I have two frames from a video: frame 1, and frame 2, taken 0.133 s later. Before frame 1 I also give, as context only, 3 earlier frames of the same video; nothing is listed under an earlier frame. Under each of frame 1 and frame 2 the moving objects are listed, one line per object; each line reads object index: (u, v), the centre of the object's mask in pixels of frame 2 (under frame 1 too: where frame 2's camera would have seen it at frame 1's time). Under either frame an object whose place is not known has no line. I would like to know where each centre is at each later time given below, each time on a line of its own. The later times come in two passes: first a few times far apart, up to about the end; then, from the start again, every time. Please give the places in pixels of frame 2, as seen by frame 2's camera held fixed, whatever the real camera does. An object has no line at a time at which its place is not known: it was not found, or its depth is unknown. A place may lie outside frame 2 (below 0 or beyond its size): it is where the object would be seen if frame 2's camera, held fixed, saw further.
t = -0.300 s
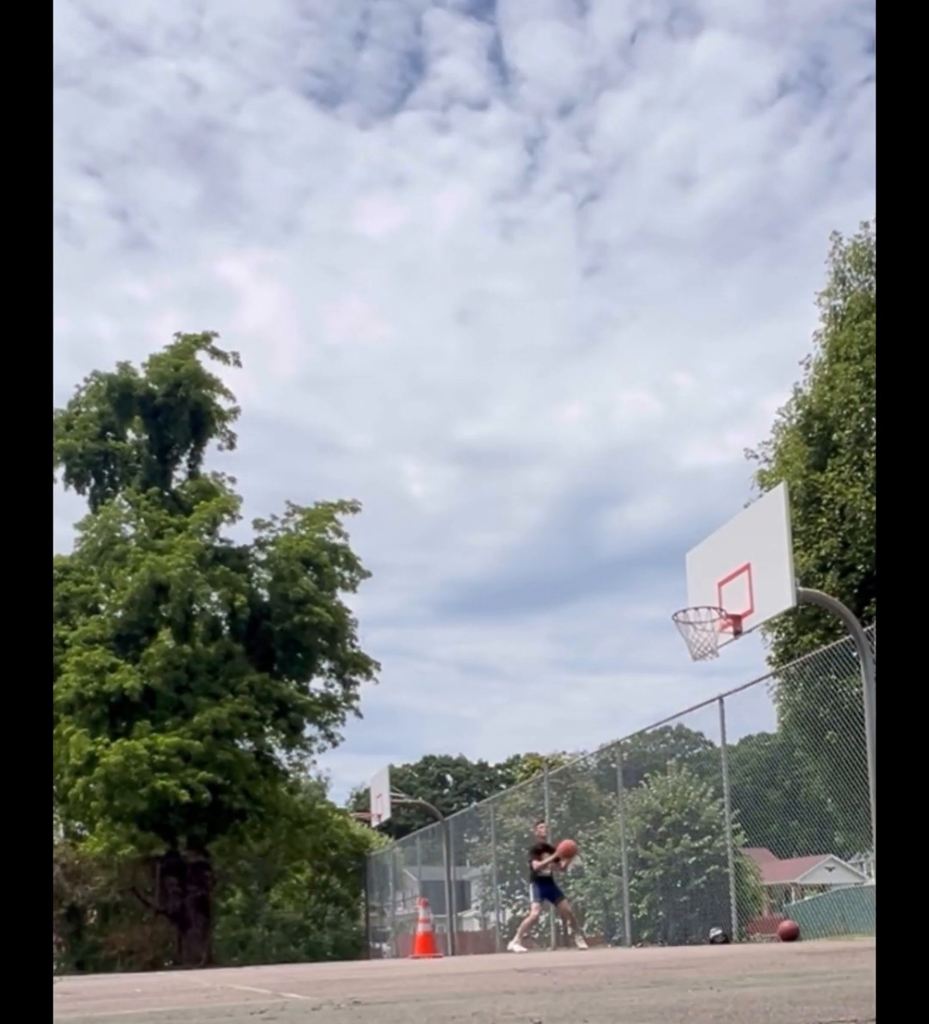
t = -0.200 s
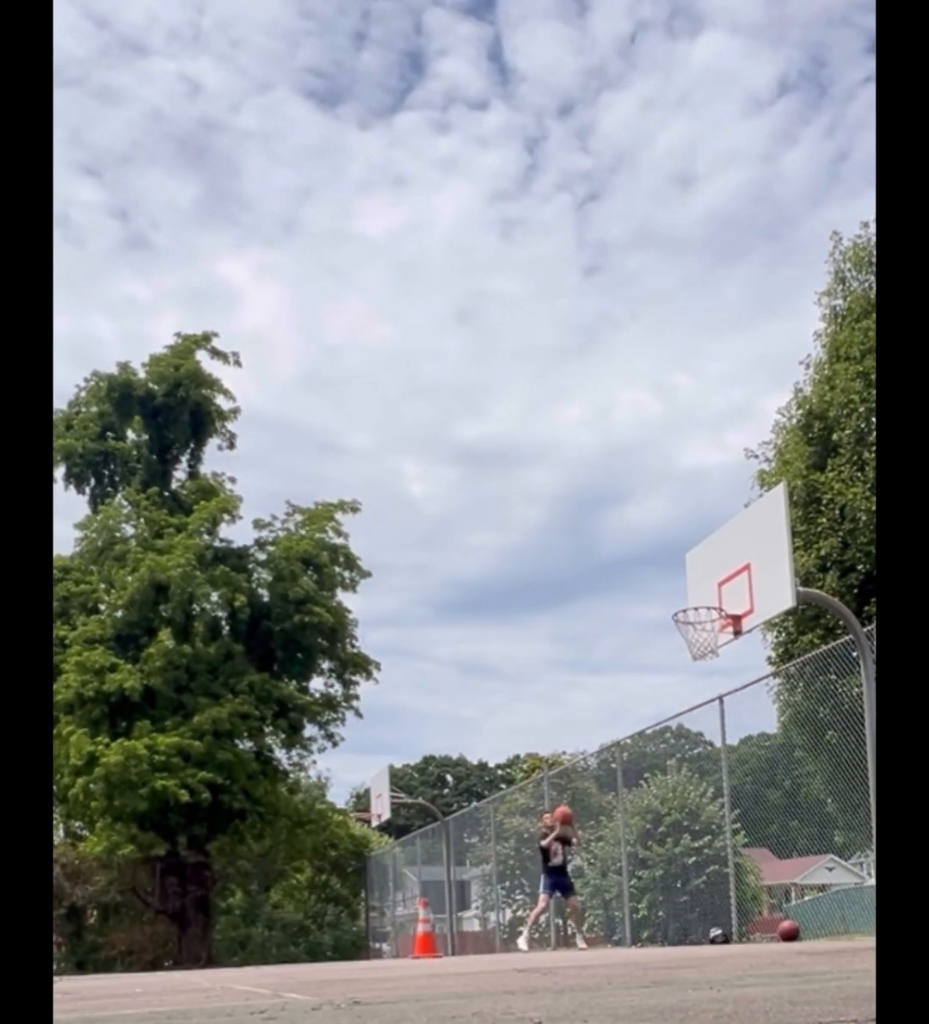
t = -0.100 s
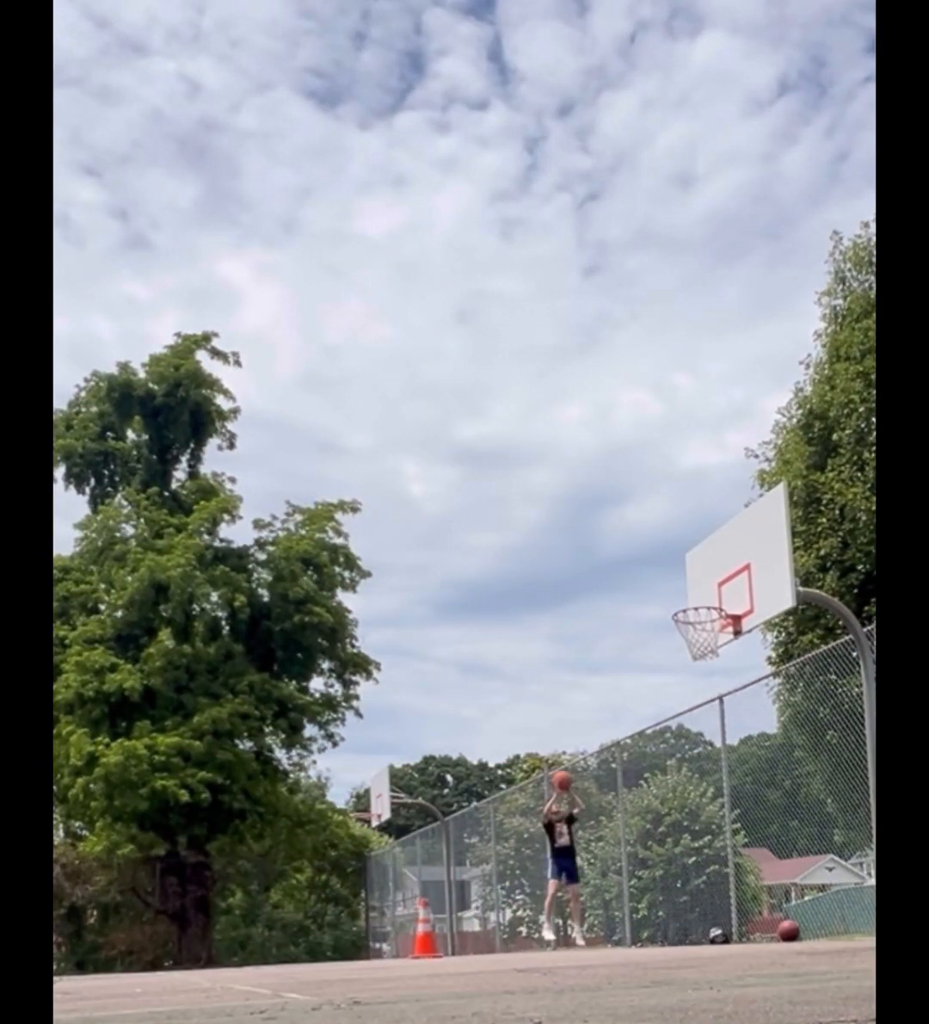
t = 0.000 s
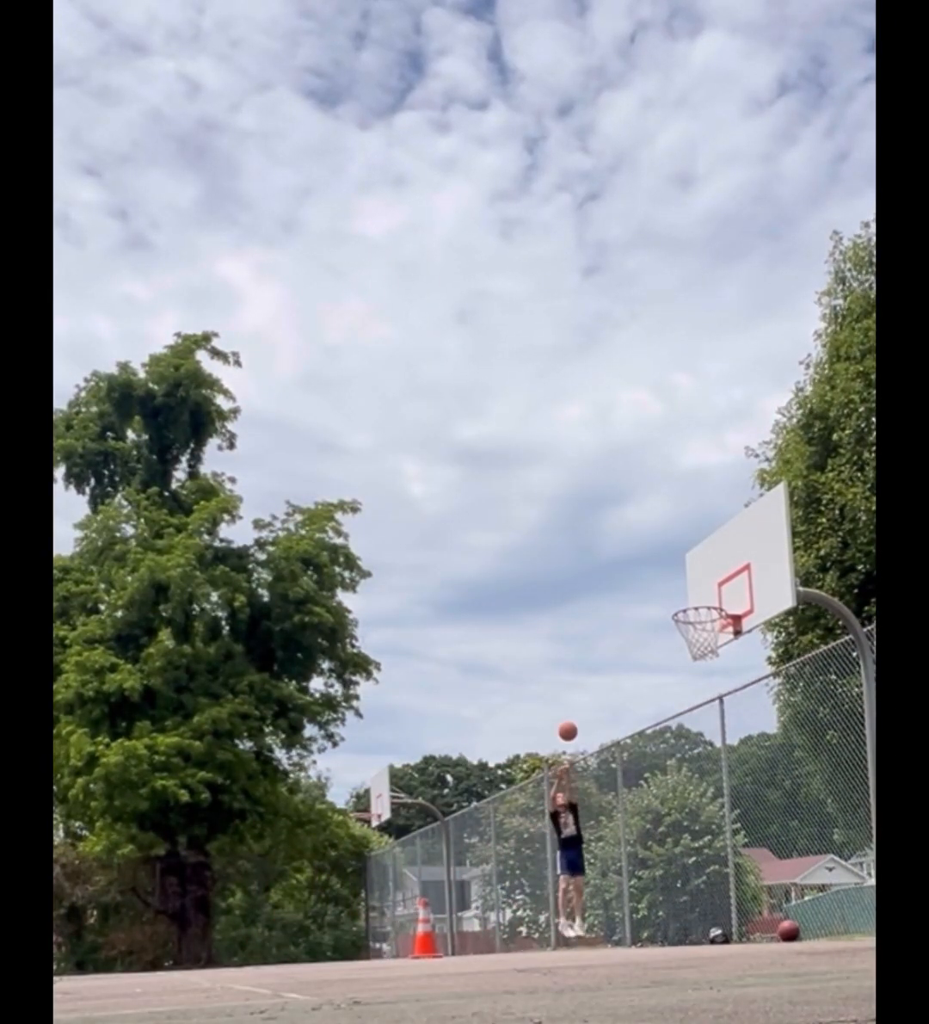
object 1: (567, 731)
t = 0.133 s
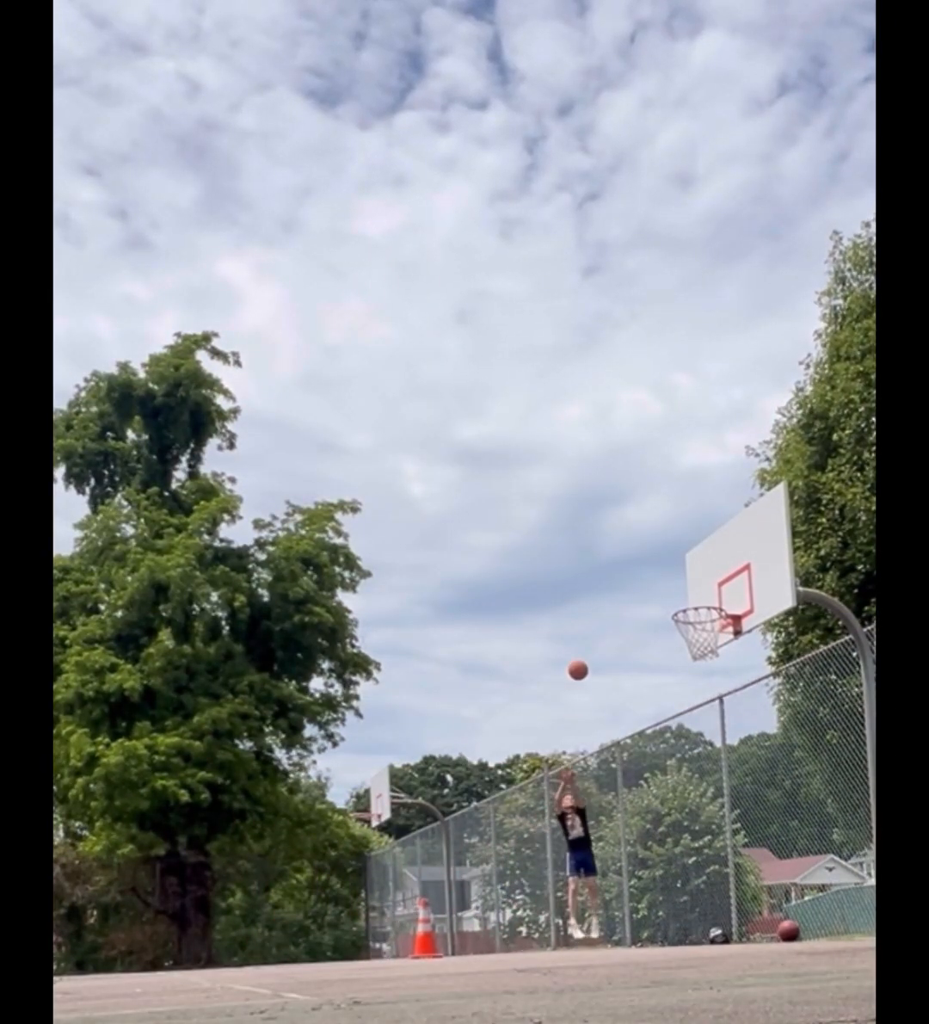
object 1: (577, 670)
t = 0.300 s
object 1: (592, 609)
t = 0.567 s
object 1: (622, 550)
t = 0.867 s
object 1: (665, 555)
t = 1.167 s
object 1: (701, 639)
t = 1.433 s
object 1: (701, 644)
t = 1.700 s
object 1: (715, 660)
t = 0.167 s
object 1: (580, 656)
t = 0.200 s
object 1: (583, 643)
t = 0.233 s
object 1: (587, 631)
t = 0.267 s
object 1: (589, 619)
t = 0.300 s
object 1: (592, 609)
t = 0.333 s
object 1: (596, 598)
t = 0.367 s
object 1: (599, 589)
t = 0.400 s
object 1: (603, 581)
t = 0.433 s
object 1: (606, 573)
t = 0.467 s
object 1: (610, 566)
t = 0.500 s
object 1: (614, 559)
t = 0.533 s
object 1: (618, 554)
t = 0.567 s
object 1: (622, 550)
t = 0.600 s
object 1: (626, 546)
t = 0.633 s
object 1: (631, 544)
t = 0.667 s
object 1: (635, 542)
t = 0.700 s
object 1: (640, 542)
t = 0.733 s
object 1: (644, 542)
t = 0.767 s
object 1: (649, 544)
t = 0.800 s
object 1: (654, 546)
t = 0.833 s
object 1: (660, 550)
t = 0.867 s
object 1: (665, 555)
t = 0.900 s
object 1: (671, 561)
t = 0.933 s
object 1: (677, 568)
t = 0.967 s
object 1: (683, 577)
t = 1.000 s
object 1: (689, 588)
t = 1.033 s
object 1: (696, 599)
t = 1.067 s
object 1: (701, 611)
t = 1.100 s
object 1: (701, 623)
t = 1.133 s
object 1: (702, 636)
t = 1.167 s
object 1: (701, 639)
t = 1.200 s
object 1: (699, 640)
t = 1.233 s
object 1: (697, 641)
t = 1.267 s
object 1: (695, 642)
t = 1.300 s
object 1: (694, 645)
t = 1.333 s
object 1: (693, 645)
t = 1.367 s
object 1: (695, 645)
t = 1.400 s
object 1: (698, 645)
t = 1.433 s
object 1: (701, 644)
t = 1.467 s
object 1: (704, 644)
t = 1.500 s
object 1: (707, 644)
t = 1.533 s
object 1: (709, 645)
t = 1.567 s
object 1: (711, 647)
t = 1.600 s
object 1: (712, 649)
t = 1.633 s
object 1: (713, 652)
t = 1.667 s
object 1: (715, 655)
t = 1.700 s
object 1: (715, 660)
